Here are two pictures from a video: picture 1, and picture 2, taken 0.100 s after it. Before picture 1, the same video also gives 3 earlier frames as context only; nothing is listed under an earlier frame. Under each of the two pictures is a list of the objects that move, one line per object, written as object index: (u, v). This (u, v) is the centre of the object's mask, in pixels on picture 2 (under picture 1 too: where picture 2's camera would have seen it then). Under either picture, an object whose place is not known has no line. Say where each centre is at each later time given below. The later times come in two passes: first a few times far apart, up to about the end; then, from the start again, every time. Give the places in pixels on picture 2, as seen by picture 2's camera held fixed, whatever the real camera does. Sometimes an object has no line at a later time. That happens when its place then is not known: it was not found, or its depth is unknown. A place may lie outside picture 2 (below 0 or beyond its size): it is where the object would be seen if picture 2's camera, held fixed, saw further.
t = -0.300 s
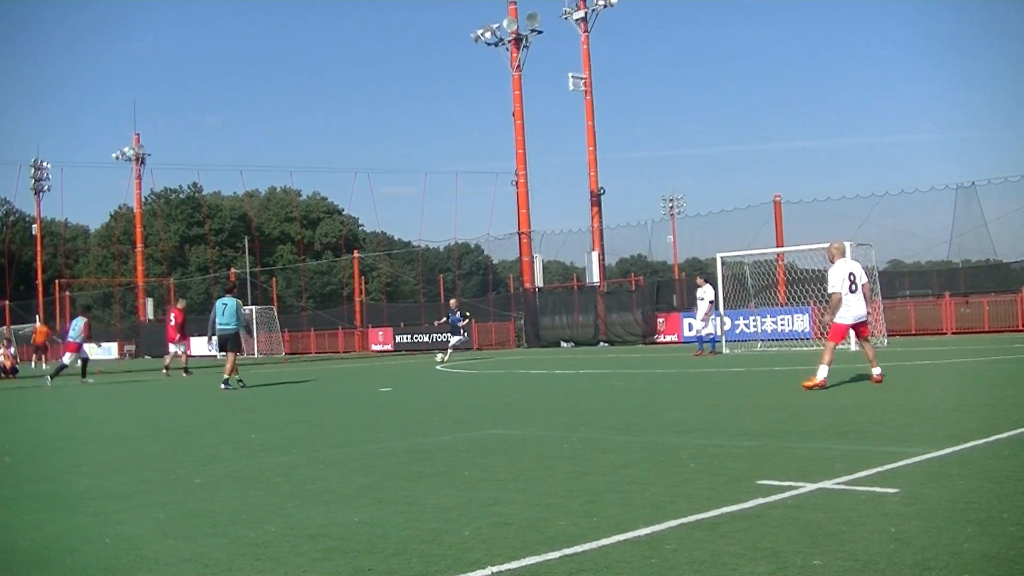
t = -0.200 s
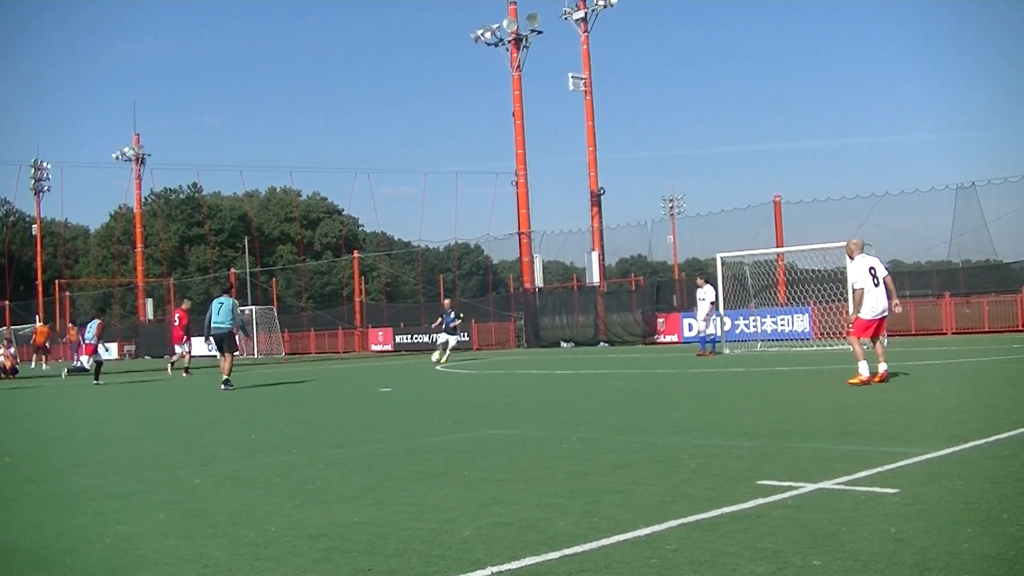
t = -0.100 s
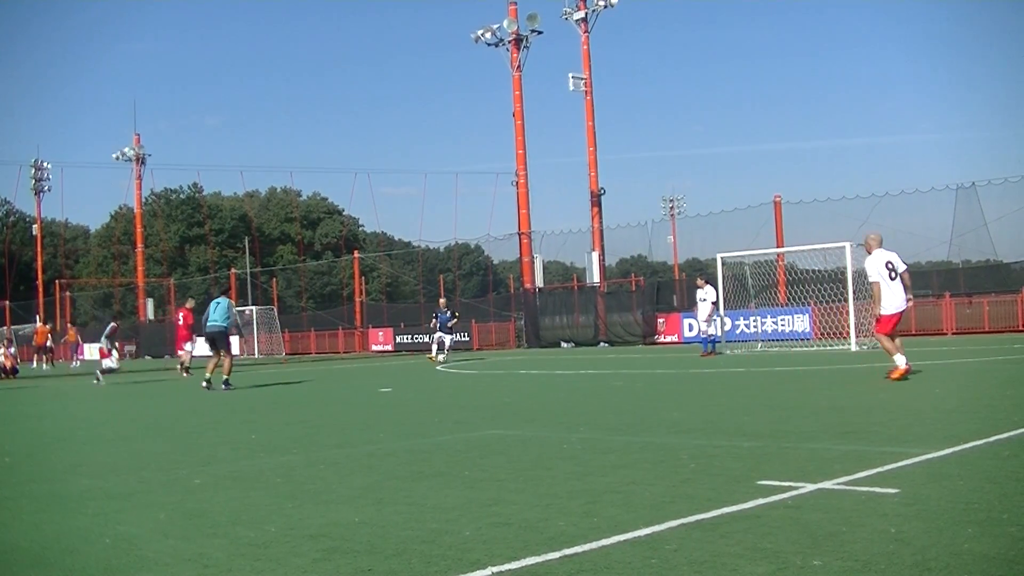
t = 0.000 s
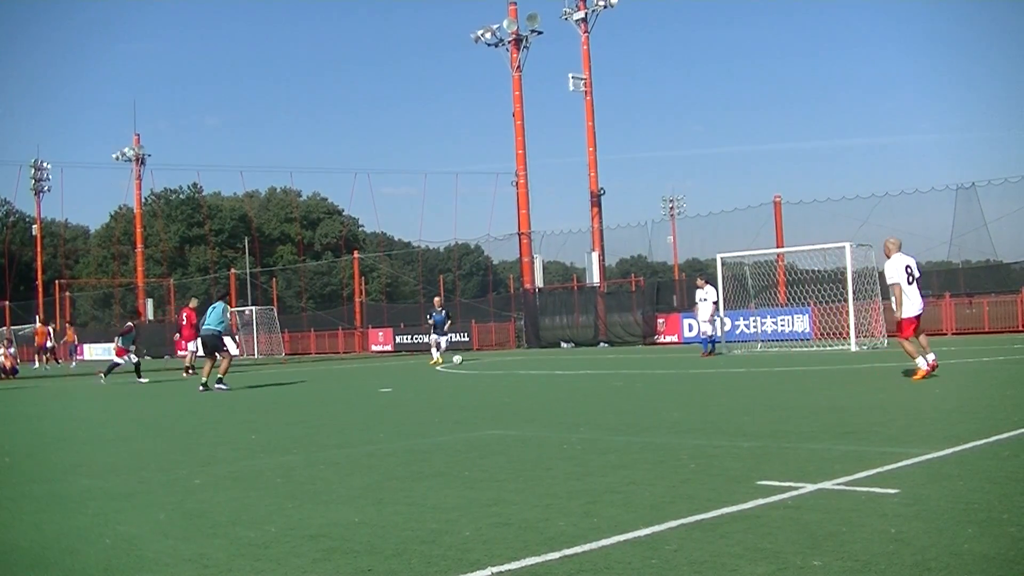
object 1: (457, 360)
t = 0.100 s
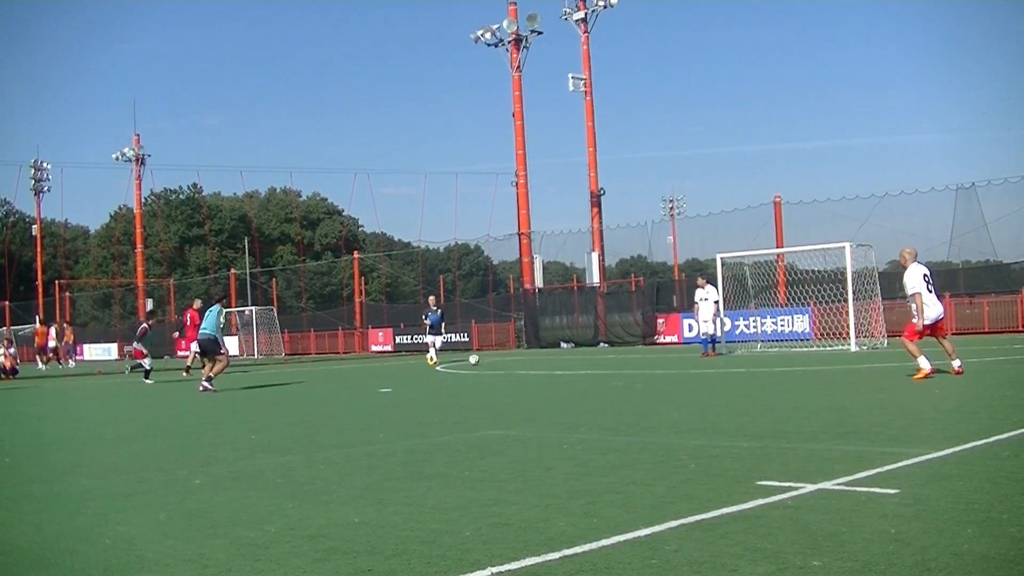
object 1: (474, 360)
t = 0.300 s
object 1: (510, 362)
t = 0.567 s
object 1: (564, 365)
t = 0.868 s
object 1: (630, 367)
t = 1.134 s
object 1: (691, 369)
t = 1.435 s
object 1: (776, 373)
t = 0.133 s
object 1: (479, 361)
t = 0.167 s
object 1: (485, 361)
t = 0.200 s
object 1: (491, 361)
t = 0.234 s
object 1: (497, 362)
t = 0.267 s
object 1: (504, 362)
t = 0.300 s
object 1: (510, 362)
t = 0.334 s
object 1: (516, 363)
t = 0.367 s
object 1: (523, 363)
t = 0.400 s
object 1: (529, 363)
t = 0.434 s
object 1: (536, 362)
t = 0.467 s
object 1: (542, 362)
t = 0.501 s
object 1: (549, 363)
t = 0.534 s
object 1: (557, 364)
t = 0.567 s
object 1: (564, 365)
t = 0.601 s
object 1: (570, 365)
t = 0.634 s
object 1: (577, 363)
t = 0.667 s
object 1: (585, 364)
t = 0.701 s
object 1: (593, 366)
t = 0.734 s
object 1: (600, 366)
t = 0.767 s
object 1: (607, 366)
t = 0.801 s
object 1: (614, 366)
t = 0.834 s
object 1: (622, 367)
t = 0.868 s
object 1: (630, 367)
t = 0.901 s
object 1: (637, 367)
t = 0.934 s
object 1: (644, 367)
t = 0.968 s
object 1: (651, 368)
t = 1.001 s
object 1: (659, 369)
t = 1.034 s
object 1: (667, 367)
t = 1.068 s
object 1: (675, 367)
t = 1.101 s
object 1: (683, 368)
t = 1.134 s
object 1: (691, 369)
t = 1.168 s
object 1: (700, 370)
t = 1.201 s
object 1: (708, 370)
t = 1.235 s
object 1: (717, 370)
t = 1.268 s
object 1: (727, 371)
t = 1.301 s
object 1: (736, 372)
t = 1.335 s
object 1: (746, 372)
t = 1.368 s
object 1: (755, 372)
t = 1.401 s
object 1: (765, 372)
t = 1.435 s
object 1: (776, 373)
